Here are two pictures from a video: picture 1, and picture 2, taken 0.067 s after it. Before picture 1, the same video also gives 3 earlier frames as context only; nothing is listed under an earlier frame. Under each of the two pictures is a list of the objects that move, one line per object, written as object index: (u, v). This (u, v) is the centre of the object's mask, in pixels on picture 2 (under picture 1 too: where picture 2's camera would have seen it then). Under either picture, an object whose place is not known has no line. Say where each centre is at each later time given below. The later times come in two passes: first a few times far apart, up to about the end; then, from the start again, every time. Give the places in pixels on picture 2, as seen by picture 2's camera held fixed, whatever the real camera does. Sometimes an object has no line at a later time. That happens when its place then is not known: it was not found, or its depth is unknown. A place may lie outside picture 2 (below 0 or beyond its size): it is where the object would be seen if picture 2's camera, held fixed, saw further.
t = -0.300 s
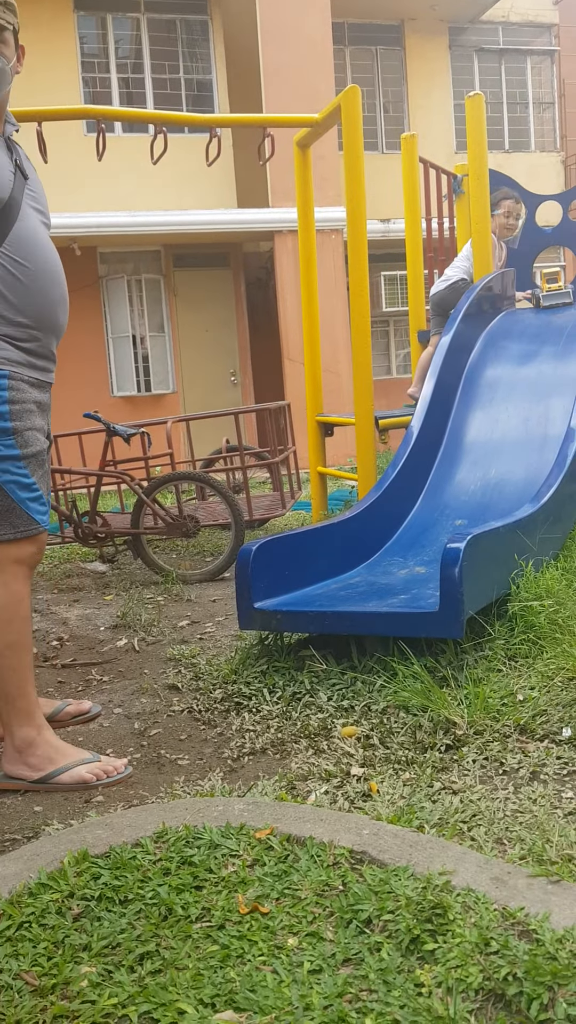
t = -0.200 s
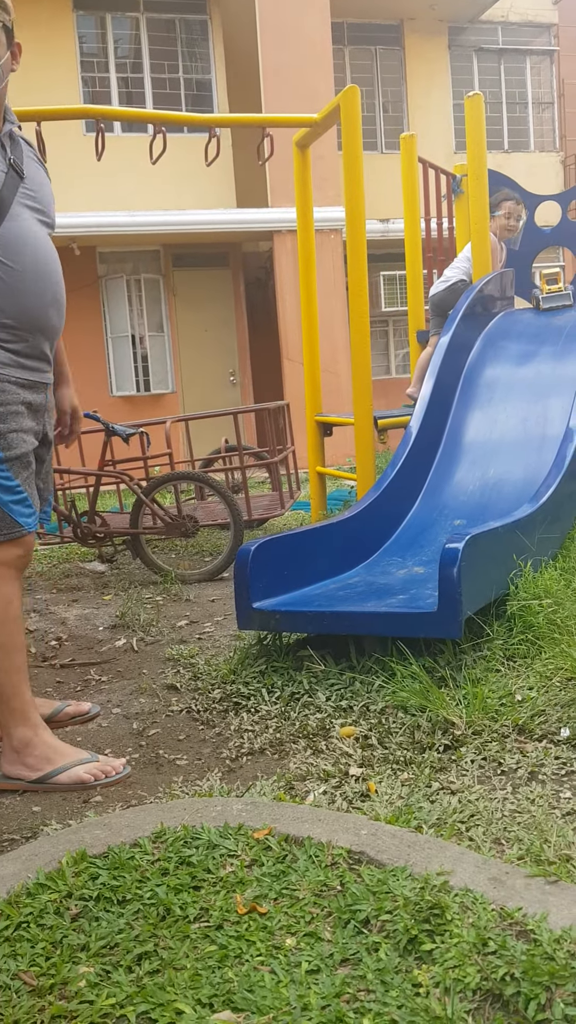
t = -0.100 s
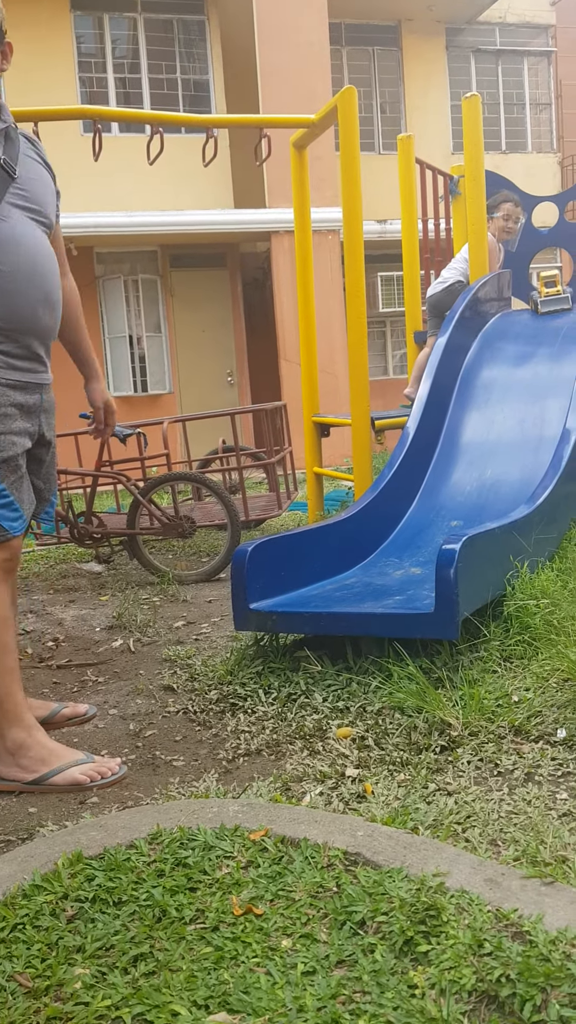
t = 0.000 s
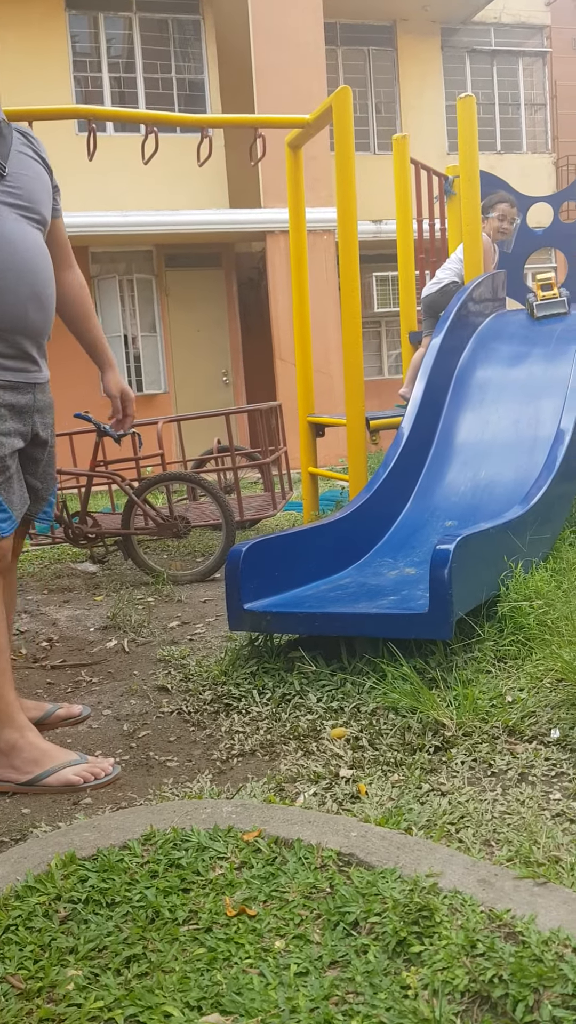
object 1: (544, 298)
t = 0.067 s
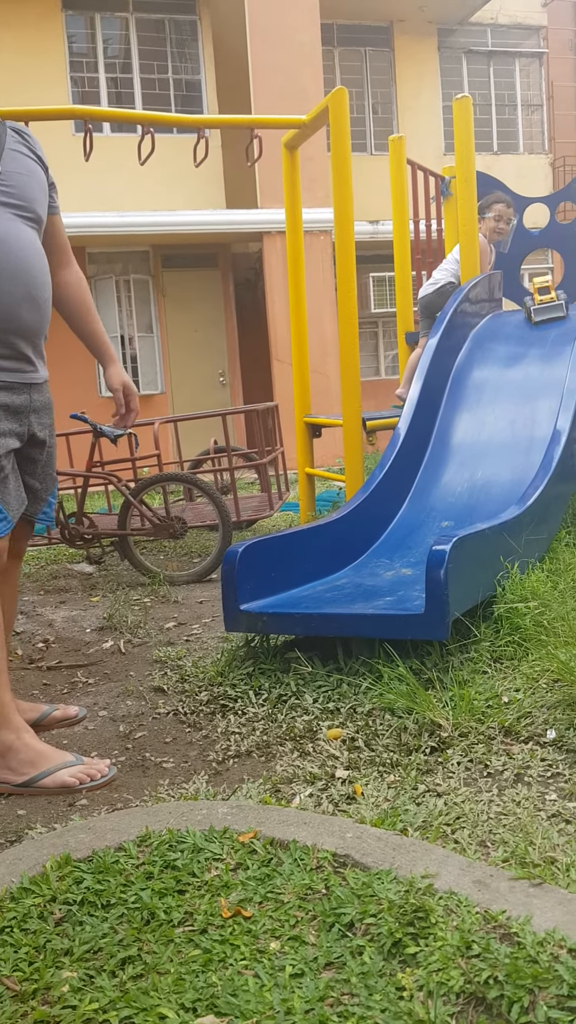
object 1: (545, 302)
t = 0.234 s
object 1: (549, 315)
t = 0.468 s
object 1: (549, 369)
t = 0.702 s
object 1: (512, 484)
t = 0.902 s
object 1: (423, 560)
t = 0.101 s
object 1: (546, 304)
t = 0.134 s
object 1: (546, 306)
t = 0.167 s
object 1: (547, 308)
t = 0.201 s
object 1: (548, 311)
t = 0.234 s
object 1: (549, 315)
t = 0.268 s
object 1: (549, 320)
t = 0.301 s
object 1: (550, 325)
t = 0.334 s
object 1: (550, 331)
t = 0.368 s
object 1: (550, 337)
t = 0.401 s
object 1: (551, 347)
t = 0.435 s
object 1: (550, 357)
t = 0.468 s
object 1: (549, 369)
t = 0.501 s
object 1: (547, 383)
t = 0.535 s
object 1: (543, 400)
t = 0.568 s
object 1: (539, 419)
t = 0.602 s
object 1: (533, 437)
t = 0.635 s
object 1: (527, 455)
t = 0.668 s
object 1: (520, 471)
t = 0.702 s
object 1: (512, 484)
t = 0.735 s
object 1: (503, 495)
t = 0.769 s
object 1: (495, 504)
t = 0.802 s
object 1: (485, 512)
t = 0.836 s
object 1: (470, 520)
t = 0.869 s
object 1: (456, 526)
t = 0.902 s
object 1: (423, 560)
